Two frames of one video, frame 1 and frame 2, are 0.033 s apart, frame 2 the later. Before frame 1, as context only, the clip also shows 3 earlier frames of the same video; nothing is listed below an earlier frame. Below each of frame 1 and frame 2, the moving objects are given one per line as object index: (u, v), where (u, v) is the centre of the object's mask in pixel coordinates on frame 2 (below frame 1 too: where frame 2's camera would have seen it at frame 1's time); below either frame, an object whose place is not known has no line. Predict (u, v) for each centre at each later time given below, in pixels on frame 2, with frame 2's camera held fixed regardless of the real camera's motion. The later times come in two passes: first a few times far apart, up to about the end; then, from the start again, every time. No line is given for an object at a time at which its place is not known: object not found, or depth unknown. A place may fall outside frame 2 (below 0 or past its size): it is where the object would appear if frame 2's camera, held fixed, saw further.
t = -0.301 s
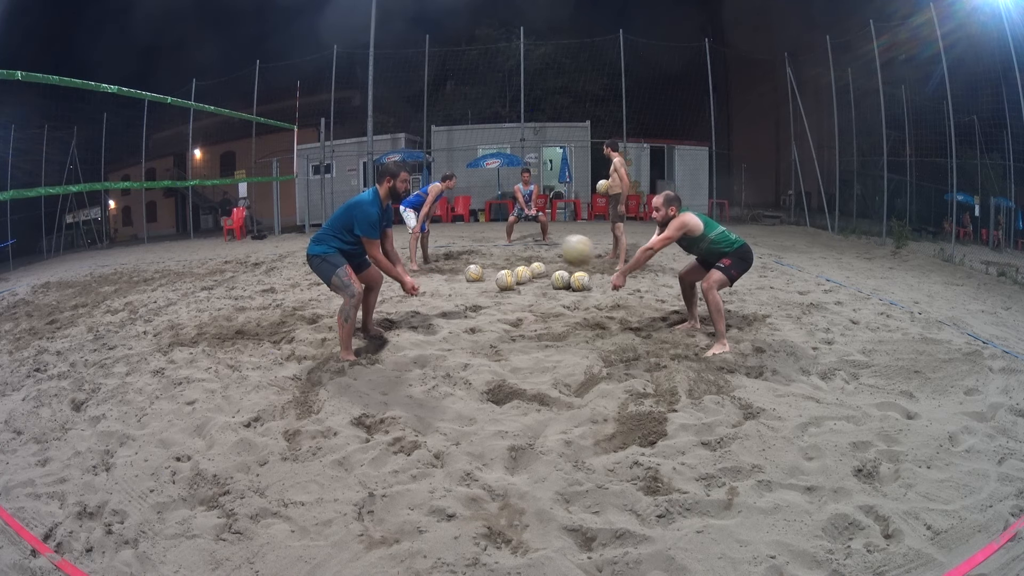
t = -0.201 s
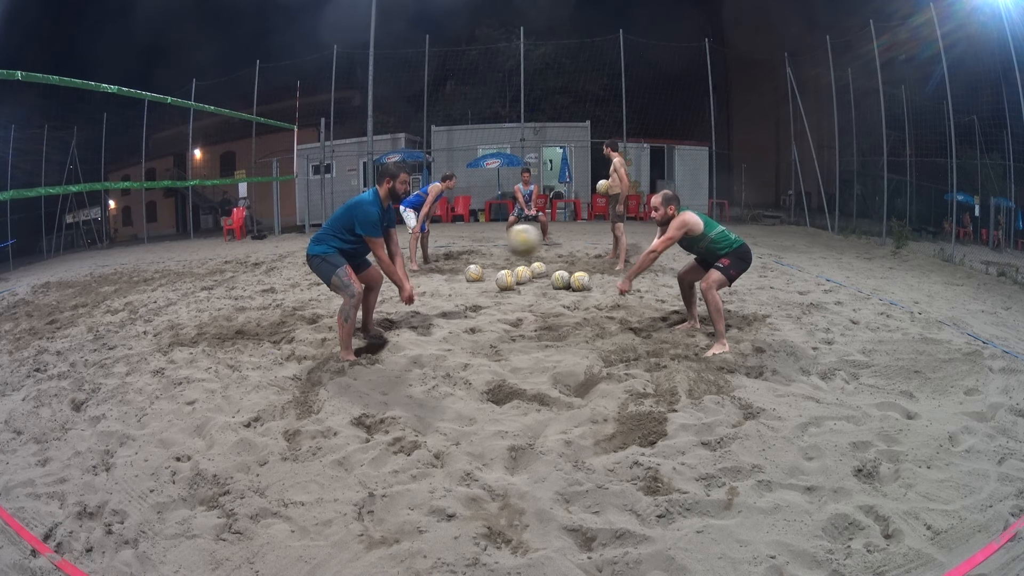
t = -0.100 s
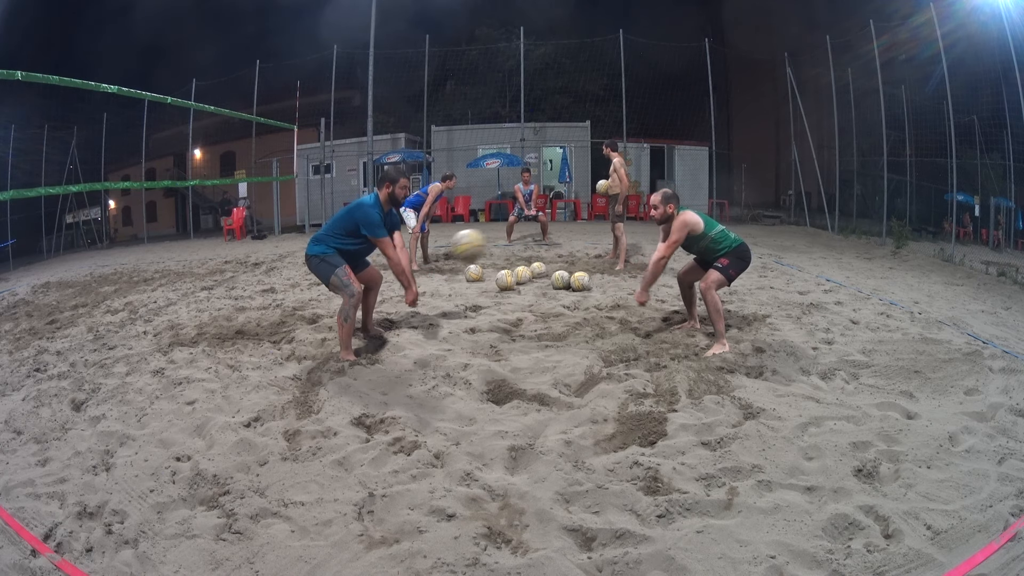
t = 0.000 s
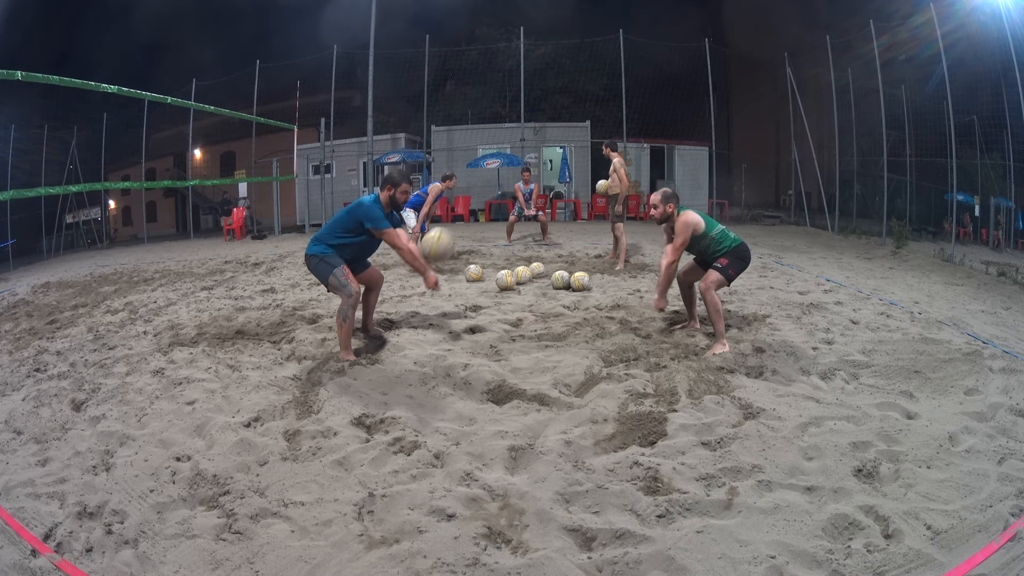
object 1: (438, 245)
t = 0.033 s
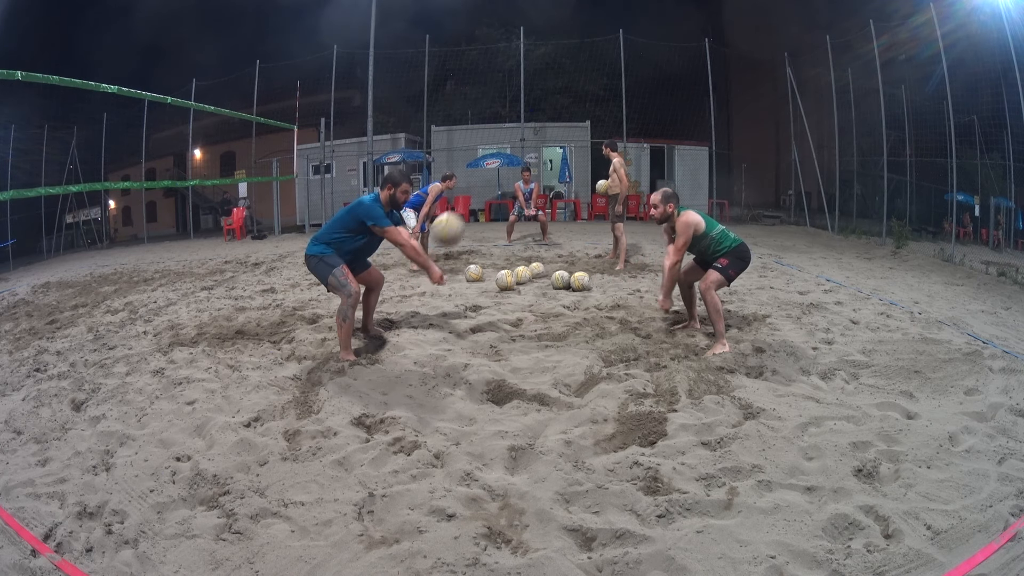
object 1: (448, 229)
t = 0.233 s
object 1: (512, 168)
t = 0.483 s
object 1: (590, 176)
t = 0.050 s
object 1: (453, 221)
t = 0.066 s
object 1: (458, 215)
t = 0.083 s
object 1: (463, 208)
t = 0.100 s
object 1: (469, 203)
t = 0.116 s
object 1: (475, 196)
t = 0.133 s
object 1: (480, 191)
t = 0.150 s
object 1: (484, 187)
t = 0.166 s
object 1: (490, 182)
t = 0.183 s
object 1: (496, 178)
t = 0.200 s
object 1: (501, 174)
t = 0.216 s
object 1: (506, 171)
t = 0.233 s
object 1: (512, 168)
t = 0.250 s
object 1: (518, 165)
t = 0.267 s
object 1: (523, 164)
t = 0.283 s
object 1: (528, 162)
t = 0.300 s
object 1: (532, 161)
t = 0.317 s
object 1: (538, 161)
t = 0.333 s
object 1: (543, 160)
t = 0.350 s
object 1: (548, 160)
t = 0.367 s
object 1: (554, 161)
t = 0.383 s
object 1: (559, 162)
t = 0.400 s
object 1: (564, 163)
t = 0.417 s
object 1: (570, 164)
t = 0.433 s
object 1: (575, 167)
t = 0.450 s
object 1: (580, 170)
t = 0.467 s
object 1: (585, 172)
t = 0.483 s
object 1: (590, 176)
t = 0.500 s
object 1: (594, 180)
